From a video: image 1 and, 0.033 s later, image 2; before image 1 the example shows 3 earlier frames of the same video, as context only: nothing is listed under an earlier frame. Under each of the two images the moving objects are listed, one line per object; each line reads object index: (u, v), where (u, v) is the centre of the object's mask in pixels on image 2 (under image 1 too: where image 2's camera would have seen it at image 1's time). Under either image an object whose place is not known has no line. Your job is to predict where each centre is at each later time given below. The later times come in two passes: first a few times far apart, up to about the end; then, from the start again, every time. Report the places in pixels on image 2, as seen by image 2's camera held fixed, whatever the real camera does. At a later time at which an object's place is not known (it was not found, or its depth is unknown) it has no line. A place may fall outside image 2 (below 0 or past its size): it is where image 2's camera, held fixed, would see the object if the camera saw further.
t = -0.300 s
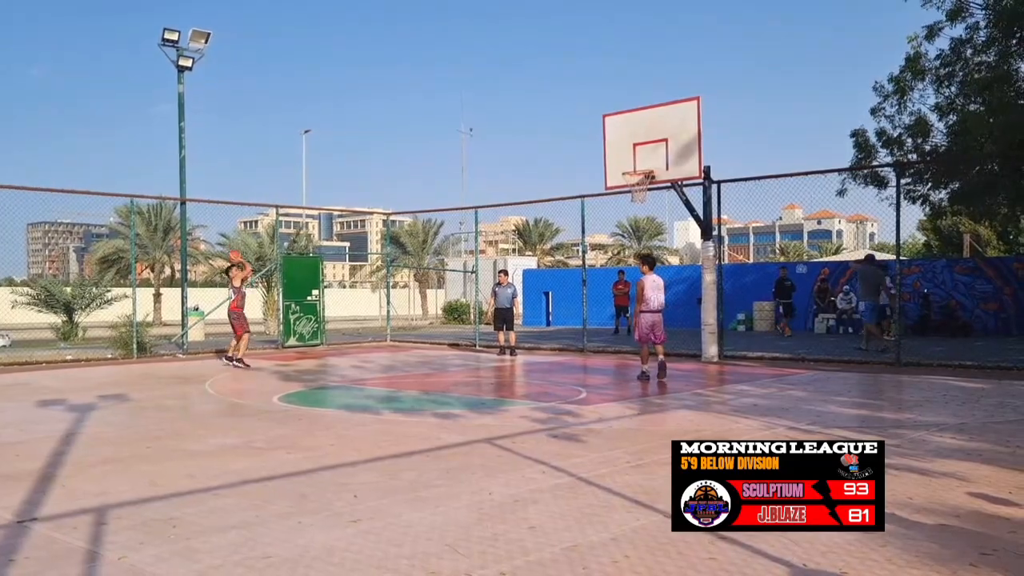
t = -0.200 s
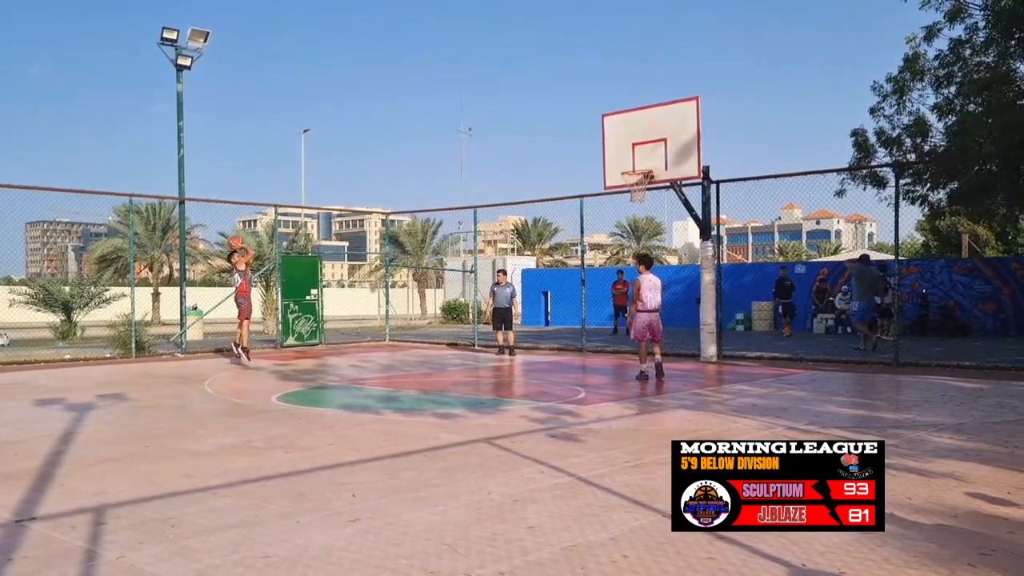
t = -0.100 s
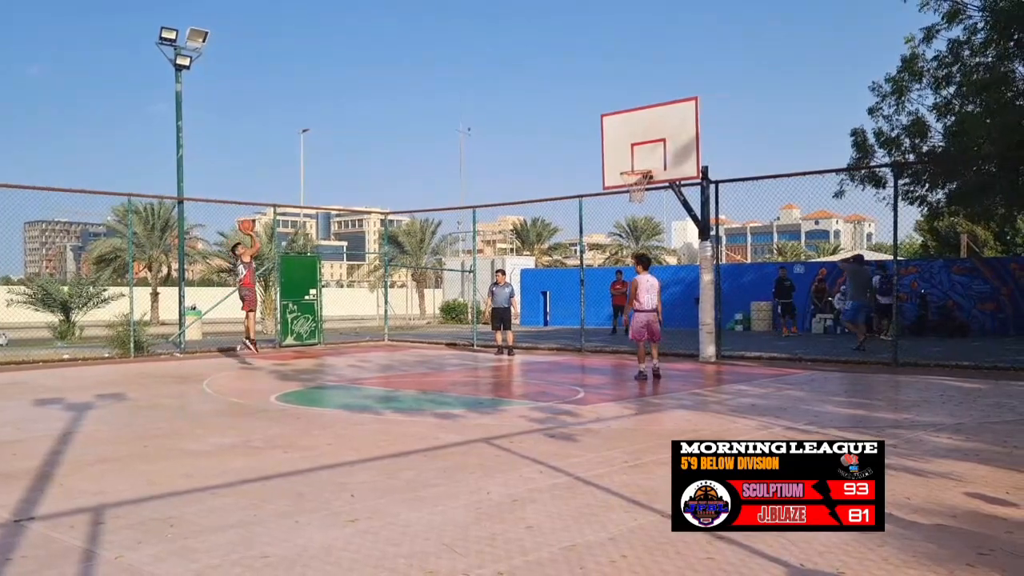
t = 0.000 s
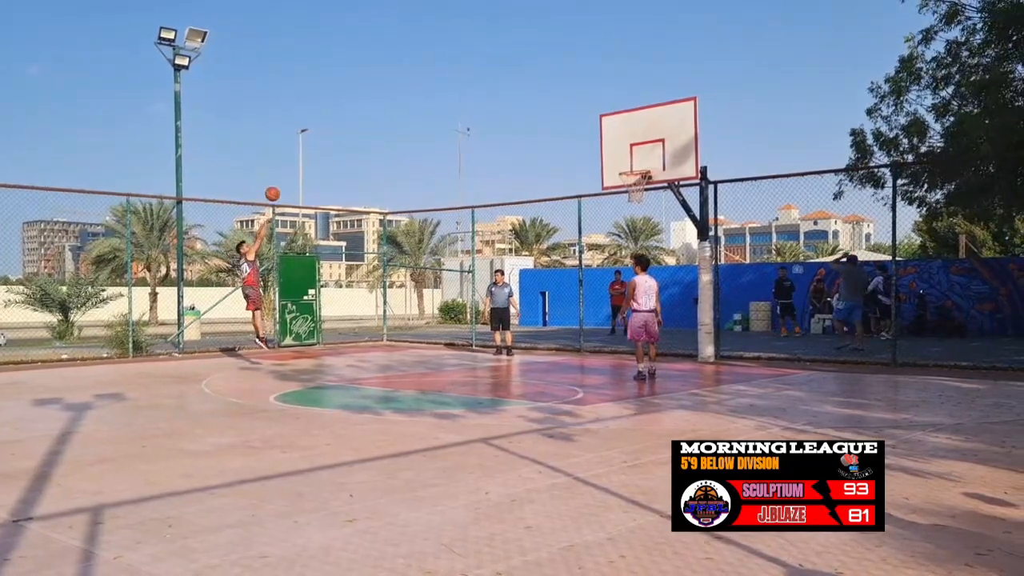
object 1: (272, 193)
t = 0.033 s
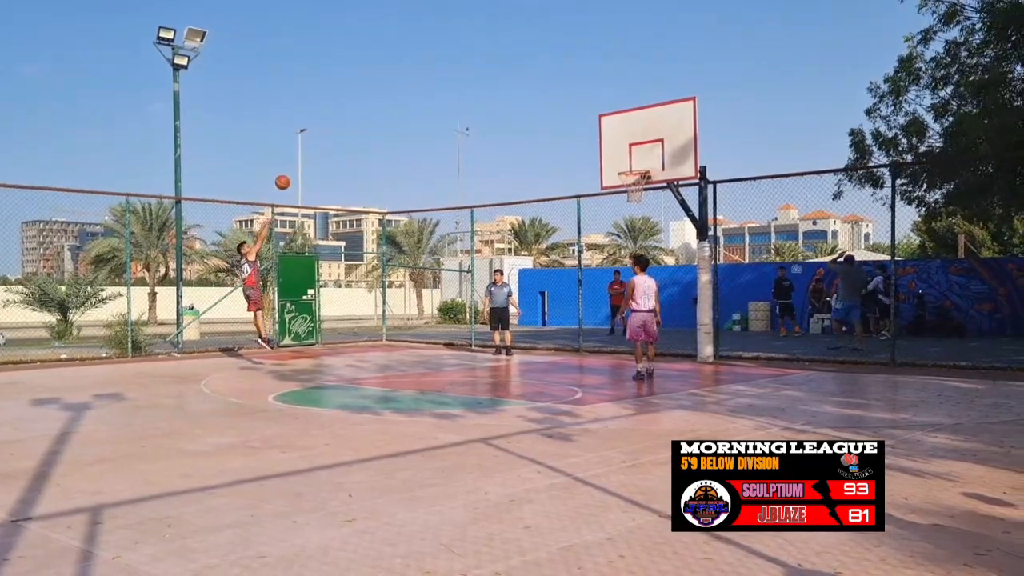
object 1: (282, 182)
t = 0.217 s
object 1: (344, 131)
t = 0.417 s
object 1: (412, 98)
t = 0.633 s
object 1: (486, 89)
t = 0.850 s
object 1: (563, 109)
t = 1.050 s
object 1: (634, 155)
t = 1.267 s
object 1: (679, 150)
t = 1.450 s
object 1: (715, 159)
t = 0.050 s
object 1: (288, 176)
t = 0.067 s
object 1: (293, 171)
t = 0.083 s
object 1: (299, 166)
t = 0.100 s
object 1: (305, 161)
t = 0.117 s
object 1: (310, 156)
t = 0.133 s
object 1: (316, 152)
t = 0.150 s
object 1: (321, 147)
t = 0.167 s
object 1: (327, 143)
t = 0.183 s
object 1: (333, 139)
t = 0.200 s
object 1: (338, 135)
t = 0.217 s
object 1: (344, 131)
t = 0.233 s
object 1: (349, 127)
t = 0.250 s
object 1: (355, 124)
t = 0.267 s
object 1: (361, 121)
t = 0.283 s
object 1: (366, 117)
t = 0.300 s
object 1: (372, 114)
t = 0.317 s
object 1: (378, 112)
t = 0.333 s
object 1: (383, 109)
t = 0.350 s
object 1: (389, 106)
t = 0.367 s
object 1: (395, 104)
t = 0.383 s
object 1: (400, 102)
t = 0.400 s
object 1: (406, 100)
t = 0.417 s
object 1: (412, 98)
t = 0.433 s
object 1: (417, 96)
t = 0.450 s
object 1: (423, 94)
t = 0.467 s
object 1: (429, 93)
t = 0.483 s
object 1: (434, 92)
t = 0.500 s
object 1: (440, 91)
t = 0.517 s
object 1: (446, 90)
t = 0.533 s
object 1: (452, 90)
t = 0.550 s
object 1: (457, 89)
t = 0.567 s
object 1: (463, 88)
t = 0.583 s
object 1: (469, 88)
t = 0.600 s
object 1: (475, 88)
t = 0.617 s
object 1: (481, 88)
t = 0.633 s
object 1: (486, 89)
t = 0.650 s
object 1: (492, 89)
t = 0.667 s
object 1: (498, 90)
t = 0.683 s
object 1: (504, 91)
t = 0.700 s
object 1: (510, 92)
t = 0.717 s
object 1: (516, 93)
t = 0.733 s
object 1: (522, 94)
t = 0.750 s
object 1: (528, 96)
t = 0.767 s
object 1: (533, 98)
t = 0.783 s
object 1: (539, 99)
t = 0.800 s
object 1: (545, 101)
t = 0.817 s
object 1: (551, 104)
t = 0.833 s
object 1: (557, 106)
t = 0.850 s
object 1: (563, 109)
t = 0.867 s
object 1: (569, 112)
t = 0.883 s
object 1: (575, 115)
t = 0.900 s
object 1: (580, 118)
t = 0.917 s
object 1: (587, 122)
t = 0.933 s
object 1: (592, 125)
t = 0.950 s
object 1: (598, 129)
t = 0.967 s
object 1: (604, 132)
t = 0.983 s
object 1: (610, 137)
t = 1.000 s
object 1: (616, 141)
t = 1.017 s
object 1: (622, 146)
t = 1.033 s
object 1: (628, 150)
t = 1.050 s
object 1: (634, 155)
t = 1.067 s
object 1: (640, 160)
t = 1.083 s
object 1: (645, 164)
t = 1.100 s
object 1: (648, 162)
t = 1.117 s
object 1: (651, 160)
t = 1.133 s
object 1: (654, 158)
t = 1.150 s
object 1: (657, 156)
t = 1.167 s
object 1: (661, 155)
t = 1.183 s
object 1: (664, 154)
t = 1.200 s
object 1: (666, 153)
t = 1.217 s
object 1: (670, 151)
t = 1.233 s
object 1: (673, 151)
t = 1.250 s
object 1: (676, 150)
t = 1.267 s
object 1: (679, 150)
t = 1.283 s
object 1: (683, 150)
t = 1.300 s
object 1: (686, 150)
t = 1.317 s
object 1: (689, 150)
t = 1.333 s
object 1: (692, 151)
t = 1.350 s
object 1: (695, 151)
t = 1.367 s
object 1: (699, 152)
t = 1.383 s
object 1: (702, 153)
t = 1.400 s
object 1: (706, 154)
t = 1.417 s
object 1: (709, 155)
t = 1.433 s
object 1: (712, 157)
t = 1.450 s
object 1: (715, 159)
